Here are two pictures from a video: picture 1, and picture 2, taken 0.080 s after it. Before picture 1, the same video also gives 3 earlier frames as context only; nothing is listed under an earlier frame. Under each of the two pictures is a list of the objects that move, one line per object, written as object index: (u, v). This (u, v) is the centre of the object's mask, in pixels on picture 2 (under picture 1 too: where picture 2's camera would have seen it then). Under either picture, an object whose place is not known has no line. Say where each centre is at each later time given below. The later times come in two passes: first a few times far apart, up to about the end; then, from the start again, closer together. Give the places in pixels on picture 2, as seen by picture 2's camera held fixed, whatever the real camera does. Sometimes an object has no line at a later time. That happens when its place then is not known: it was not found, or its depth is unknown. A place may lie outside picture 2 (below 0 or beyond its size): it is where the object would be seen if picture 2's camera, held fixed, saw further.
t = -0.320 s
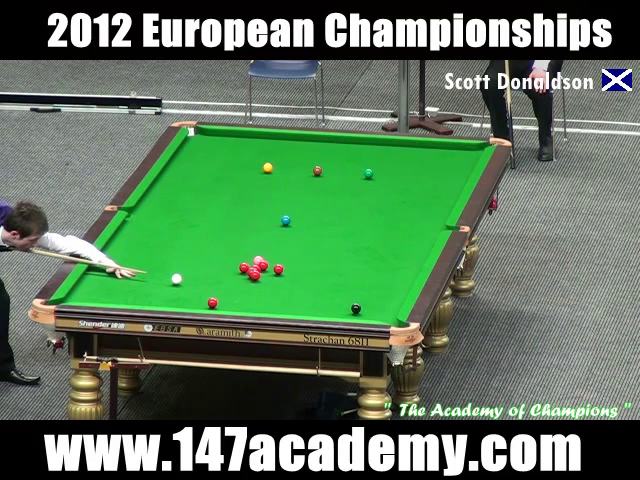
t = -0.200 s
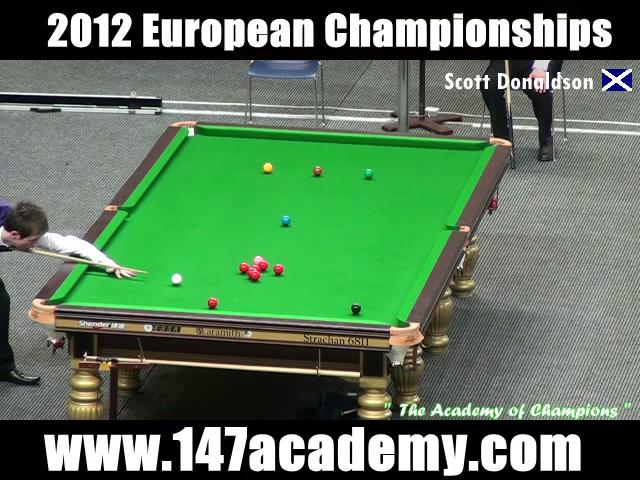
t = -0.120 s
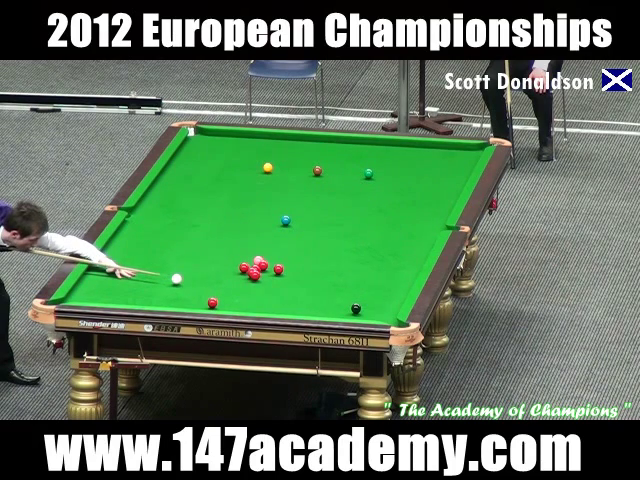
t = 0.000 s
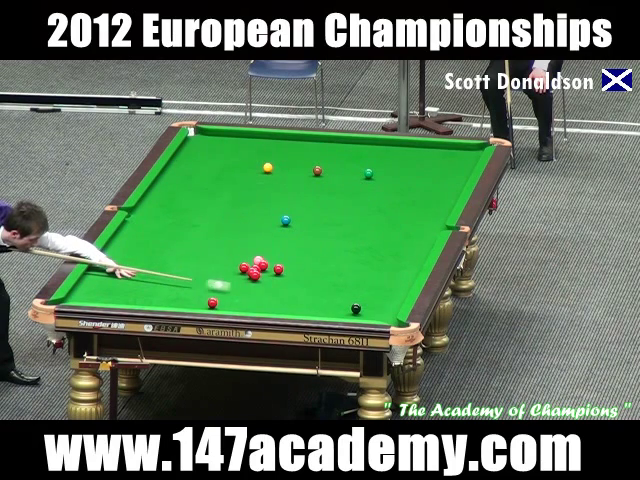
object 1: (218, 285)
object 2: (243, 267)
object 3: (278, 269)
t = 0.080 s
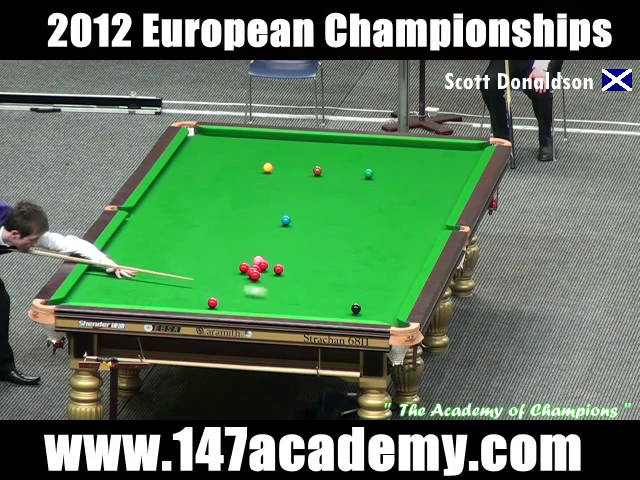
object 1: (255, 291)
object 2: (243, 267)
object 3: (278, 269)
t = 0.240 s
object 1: (328, 301)
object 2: (244, 267)
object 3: (278, 269)
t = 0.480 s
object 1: (396, 300)
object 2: (244, 267)
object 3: (278, 269)
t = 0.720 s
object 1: (364, 292)
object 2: (244, 267)
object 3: (278, 269)
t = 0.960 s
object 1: (331, 284)
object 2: (244, 267)
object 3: (278, 269)
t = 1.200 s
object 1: (299, 276)
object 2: (244, 267)
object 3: (278, 269)
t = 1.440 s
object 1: (269, 271)
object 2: (244, 267)
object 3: (277, 266)
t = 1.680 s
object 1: (261, 272)
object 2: (239, 266)
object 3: (274, 262)
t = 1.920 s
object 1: (262, 273)
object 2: (230, 265)
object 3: (271, 258)
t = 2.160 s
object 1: (262, 274)
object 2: (223, 263)
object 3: (268, 254)
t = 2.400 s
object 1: (263, 274)
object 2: (216, 262)
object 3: (266, 250)
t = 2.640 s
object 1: (263, 274)
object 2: (210, 261)
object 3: (263, 246)
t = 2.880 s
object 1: (263, 274)
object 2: (204, 260)
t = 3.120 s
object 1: (263, 274)
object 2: (200, 259)
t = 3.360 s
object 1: (263, 274)
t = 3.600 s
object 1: (263, 274)
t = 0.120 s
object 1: (273, 294)
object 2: (244, 267)
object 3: (278, 269)
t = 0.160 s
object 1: (292, 296)
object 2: (244, 267)
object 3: (278, 269)
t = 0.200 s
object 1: (310, 299)
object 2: (244, 267)
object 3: (278, 269)
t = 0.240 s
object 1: (328, 301)
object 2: (244, 267)
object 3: (278, 269)
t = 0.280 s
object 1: (344, 304)
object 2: (244, 267)
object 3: (278, 269)
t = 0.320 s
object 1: (356, 303)
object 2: (244, 267)
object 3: (278, 269)
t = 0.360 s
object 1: (366, 303)
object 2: (244, 267)
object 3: (278, 269)
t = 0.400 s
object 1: (376, 302)
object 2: (244, 267)
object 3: (278, 269)
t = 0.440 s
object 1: (386, 301)
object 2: (244, 267)
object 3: (278, 269)
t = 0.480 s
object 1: (396, 300)
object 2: (244, 267)
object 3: (278, 269)
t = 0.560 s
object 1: (389, 297)
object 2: (244, 267)
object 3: (278, 269)
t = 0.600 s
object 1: (382, 296)
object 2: (244, 267)
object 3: (278, 269)
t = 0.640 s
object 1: (375, 294)
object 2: (244, 267)
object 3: (278, 269)
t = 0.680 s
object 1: (370, 293)
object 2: (244, 267)
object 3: (278, 269)
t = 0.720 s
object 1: (364, 292)
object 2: (244, 267)
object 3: (278, 269)
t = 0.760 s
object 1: (358, 290)
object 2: (244, 267)
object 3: (278, 268)
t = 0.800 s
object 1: (353, 289)
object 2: (244, 267)
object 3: (278, 269)
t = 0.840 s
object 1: (347, 288)
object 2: (244, 267)
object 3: (278, 269)
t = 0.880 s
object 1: (342, 286)
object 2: (244, 267)
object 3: (278, 269)
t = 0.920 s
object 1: (336, 285)
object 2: (244, 267)
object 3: (278, 269)
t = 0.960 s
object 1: (331, 284)
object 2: (244, 267)
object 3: (278, 269)
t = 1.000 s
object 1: (325, 282)
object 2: (244, 267)
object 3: (278, 269)
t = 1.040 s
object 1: (320, 281)
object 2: (244, 267)
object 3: (278, 269)
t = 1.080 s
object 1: (315, 280)
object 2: (244, 267)
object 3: (278, 269)
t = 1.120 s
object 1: (310, 279)
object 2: (244, 267)
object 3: (278, 269)
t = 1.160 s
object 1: (304, 277)
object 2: (244, 267)
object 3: (278, 269)
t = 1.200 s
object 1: (299, 276)
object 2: (244, 267)
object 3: (278, 269)
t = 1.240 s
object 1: (294, 275)
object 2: (244, 267)
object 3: (278, 269)
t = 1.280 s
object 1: (289, 274)
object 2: (244, 267)
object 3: (278, 268)
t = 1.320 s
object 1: (284, 273)
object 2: (244, 267)
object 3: (277, 268)
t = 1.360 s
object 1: (279, 271)
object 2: (244, 267)
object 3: (278, 265)
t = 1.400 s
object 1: (274, 272)
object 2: (244, 267)
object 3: (279, 266)
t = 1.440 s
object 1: (269, 271)
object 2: (244, 267)
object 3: (277, 266)
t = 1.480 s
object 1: (265, 271)
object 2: (244, 267)
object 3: (276, 266)
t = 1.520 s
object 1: (262, 271)
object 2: (244, 267)
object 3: (276, 265)
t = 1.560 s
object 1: (262, 271)
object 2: (243, 267)
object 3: (275, 264)
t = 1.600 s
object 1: (262, 271)
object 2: (242, 267)
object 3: (275, 263)
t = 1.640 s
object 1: (261, 272)
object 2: (240, 267)
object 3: (275, 263)
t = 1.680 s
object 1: (261, 272)
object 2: (239, 266)
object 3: (274, 262)
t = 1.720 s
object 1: (261, 272)
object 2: (237, 266)
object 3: (274, 261)
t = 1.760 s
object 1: (261, 273)
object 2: (236, 266)
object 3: (273, 261)
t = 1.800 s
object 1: (261, 273)
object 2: (234, 265)
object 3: (272, 260)
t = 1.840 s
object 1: (262, 273)
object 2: (233, 265)
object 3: (272, 259)
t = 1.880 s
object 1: (262, 273)
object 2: (232, 265)
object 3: (272, 258)
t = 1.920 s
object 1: (262, 273)
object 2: (230, 265)
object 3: (271, 258)
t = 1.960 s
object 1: (262, 273)
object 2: (229, 264)
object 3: (271, 257)
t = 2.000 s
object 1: (262, 273)
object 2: (228, 264)
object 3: (270, 256)
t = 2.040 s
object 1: (262, 273)
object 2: (226, 264)
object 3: (270, 256)
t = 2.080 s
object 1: (262, 273)
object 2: (225, 264)
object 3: (270, 255)
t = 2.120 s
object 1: (262, 273)
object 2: (224, 263)
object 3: (269, 254)
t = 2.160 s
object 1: (262, 274)
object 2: (223, 263)
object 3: (268, 254)
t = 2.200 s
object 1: (263, 274)
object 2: (221, 263)
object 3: (268, 253)
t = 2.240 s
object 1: (263, 274)
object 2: (220, 263)
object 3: (268, 253)
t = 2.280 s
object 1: (263, 274)
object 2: (219, 262)
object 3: (267, 252)
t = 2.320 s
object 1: (263, 274)
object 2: (218, 262)
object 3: (267, 251)
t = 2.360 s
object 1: (263, 274)
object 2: (217, 262)
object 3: (266, 251)
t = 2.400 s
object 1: (263, 274)
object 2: (216, 262)
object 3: (266, 250)
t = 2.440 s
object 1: (263, 274)
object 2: (215, 262)
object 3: (266, 250)
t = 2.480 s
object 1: (263, 274)
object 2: (214, 261)
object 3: (265, 249)
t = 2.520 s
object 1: (263, 274)
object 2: (213, 261)
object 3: (265, 248)
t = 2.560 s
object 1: (263, 274)
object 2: (212, 261)
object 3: (264, 247)
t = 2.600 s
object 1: (263, 274)
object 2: (211, 261)
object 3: (264, 247)
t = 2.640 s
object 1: (263, 274)
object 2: (210, 261)
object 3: (263, 246)
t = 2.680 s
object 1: (263, 274)
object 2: (209, 261)
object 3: (263, 246)
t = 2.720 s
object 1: (263, 274)
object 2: (208, 261)
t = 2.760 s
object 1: (263, 274)
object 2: (207, 261)
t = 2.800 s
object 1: (263, 274)
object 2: (206, 260)
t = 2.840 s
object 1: (263, 274)
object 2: (205, 260)
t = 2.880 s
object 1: (263, 274)
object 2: (204, 260)
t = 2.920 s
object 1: (263, 274)
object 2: (203, 260)
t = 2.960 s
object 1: (263, 274)
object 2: (202, 260)
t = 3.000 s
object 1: (263, 274)
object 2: (202, 259)
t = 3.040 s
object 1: (263, 274)
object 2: (201, 259)
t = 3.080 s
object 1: (263, 274)
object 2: (200, 259)
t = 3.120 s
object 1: (263, 274)
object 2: (200, 259)
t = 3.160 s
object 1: (263, 274)
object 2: (199, 259)
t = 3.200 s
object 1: (263, 274)
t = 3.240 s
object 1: (263, 274)
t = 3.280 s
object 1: (263, 274)
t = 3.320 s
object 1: (263, 274)
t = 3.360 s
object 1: (263, 274)
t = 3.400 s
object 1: (263, 274)
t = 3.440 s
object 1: (263, 274)
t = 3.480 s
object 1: (263, 274)
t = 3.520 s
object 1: (263, 274)
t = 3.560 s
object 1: (263, 274)
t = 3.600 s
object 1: (263, 274)
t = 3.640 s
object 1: (264, 273)
